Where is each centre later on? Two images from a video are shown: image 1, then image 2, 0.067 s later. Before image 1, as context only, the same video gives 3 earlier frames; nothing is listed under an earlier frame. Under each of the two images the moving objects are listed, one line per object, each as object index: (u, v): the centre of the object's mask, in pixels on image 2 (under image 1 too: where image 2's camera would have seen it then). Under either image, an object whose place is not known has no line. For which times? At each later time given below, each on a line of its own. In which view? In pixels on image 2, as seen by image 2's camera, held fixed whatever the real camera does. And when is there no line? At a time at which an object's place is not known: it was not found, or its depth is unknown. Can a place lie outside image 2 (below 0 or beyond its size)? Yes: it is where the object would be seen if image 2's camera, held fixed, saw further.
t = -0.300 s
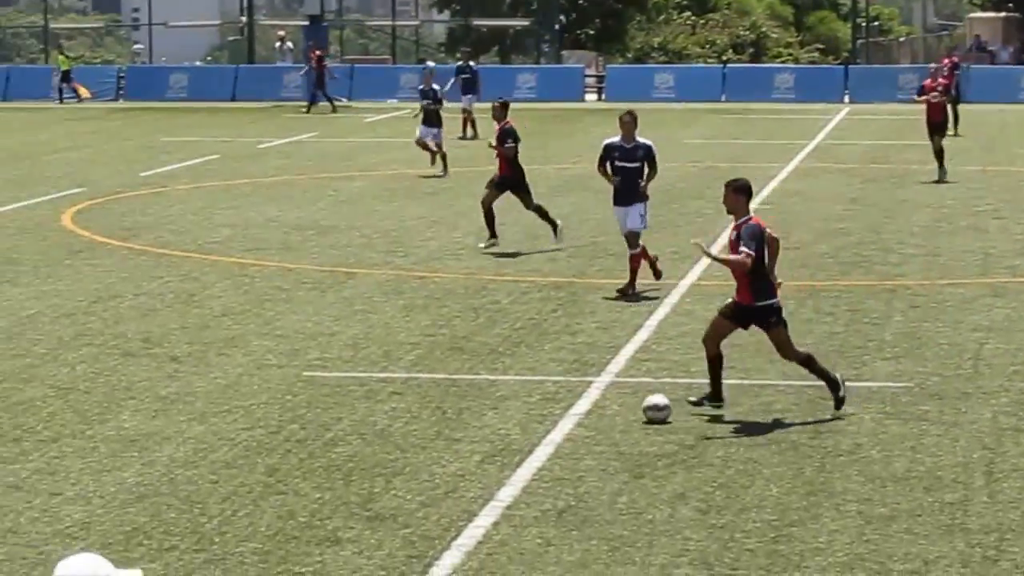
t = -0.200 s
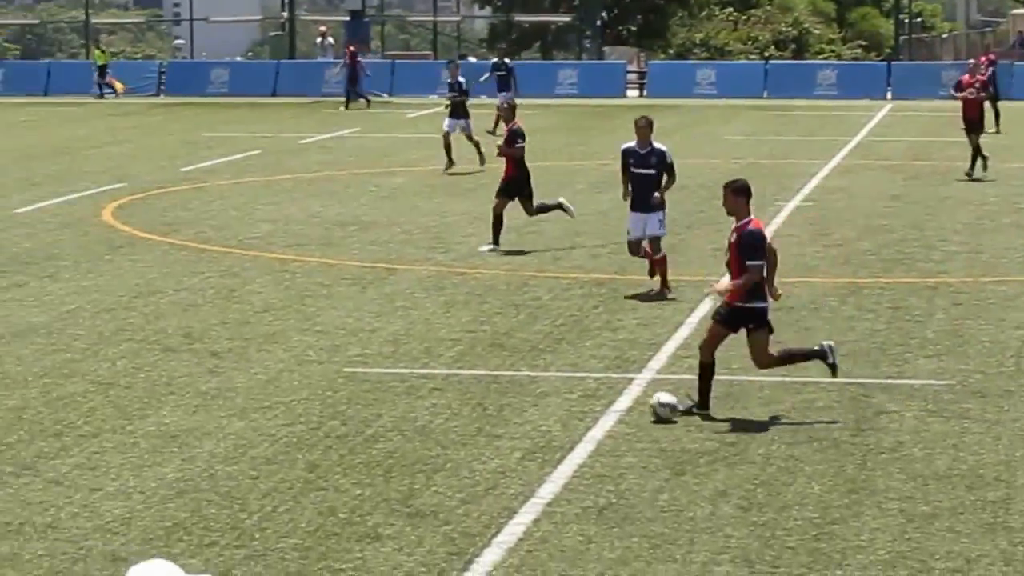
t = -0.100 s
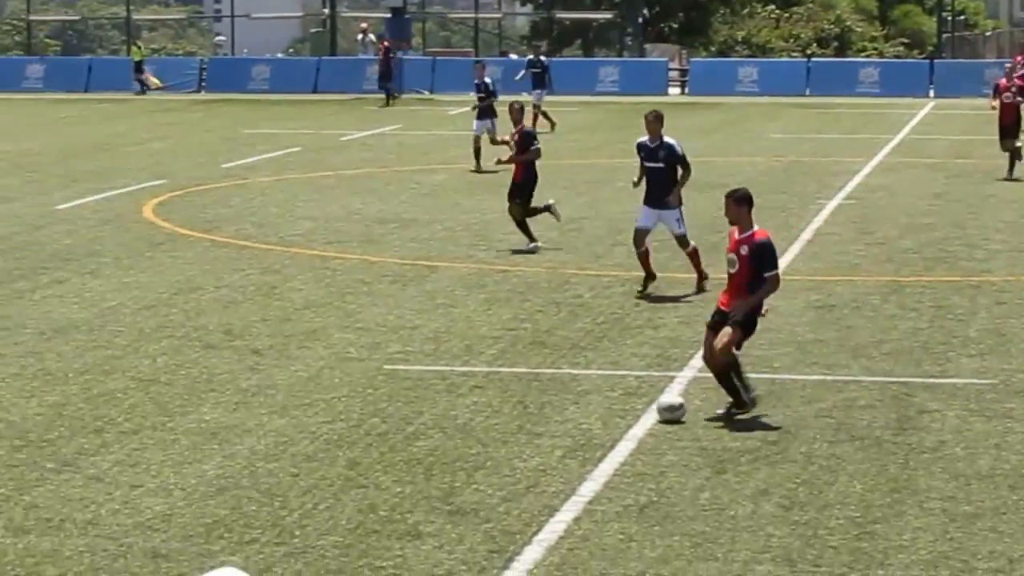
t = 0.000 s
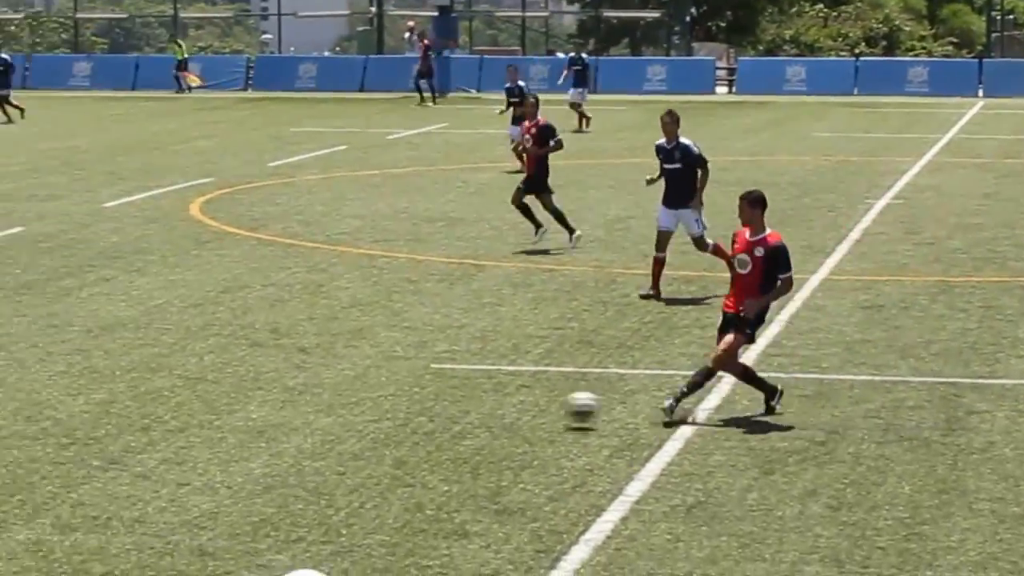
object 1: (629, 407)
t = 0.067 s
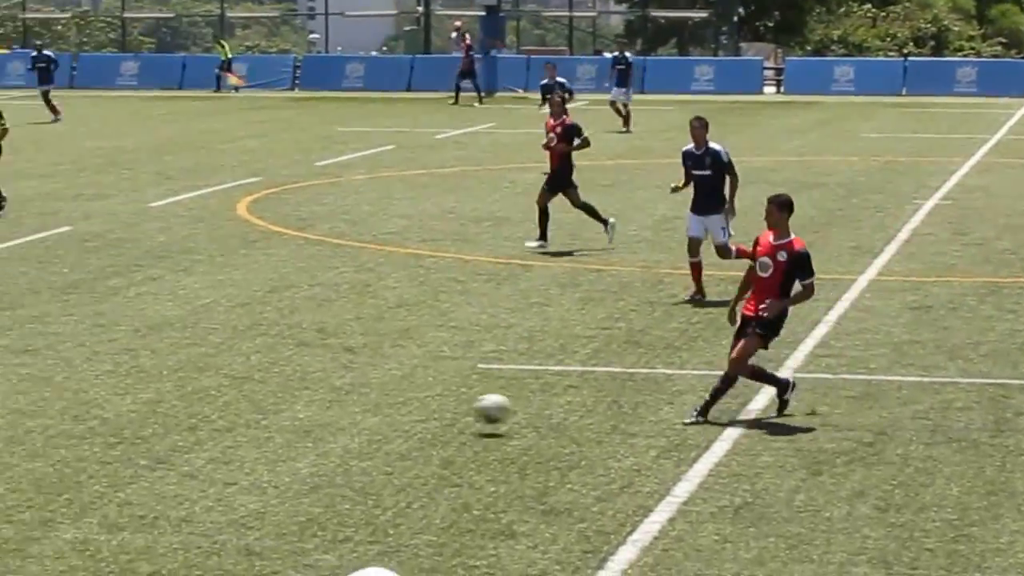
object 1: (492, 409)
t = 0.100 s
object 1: (422, 412)
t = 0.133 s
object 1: (354, 418)
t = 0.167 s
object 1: (284, 426)
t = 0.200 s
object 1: (217, 432)
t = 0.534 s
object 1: (-379, 448)
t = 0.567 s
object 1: (-435, 452)
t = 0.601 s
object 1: (-492, 457)
